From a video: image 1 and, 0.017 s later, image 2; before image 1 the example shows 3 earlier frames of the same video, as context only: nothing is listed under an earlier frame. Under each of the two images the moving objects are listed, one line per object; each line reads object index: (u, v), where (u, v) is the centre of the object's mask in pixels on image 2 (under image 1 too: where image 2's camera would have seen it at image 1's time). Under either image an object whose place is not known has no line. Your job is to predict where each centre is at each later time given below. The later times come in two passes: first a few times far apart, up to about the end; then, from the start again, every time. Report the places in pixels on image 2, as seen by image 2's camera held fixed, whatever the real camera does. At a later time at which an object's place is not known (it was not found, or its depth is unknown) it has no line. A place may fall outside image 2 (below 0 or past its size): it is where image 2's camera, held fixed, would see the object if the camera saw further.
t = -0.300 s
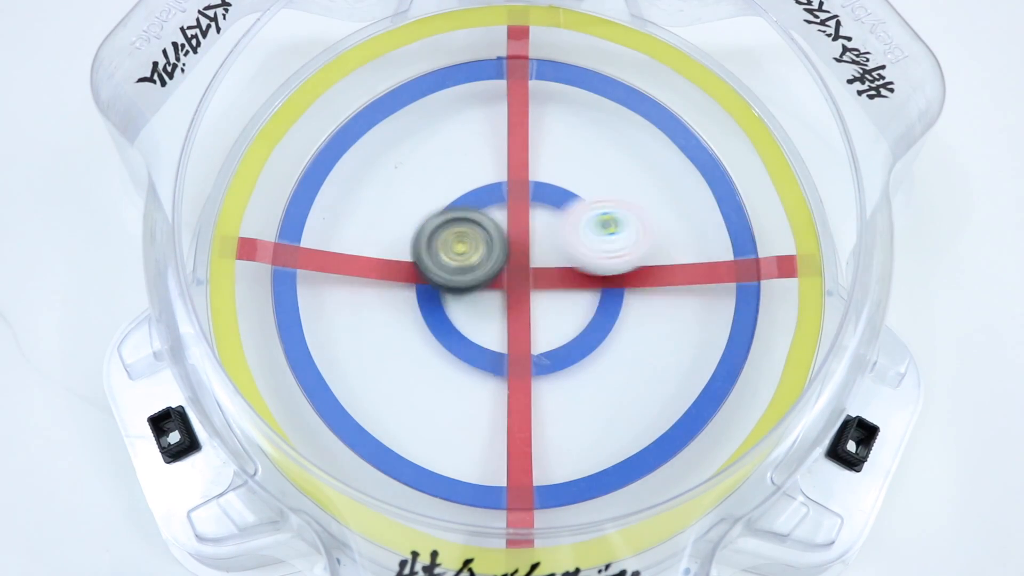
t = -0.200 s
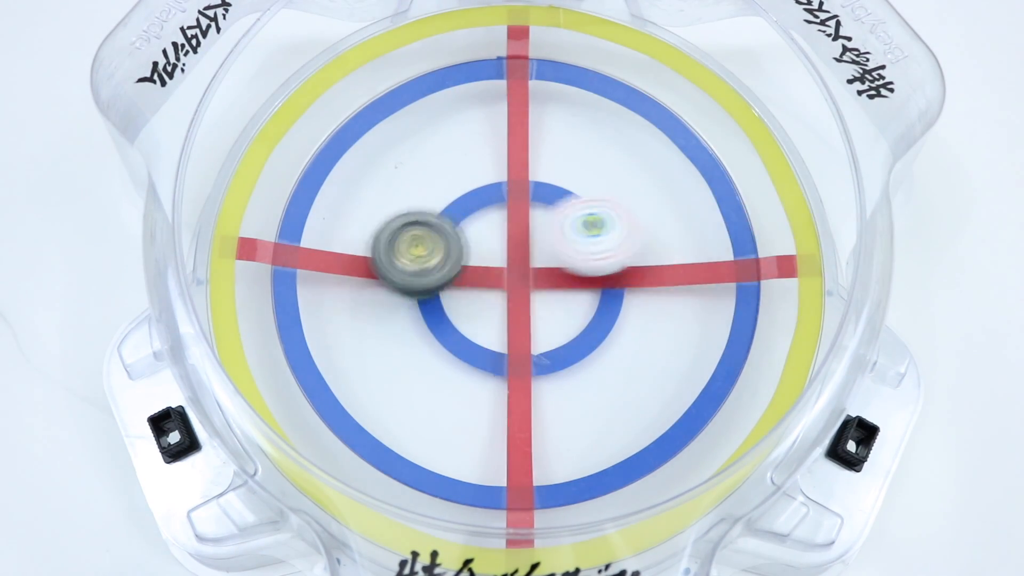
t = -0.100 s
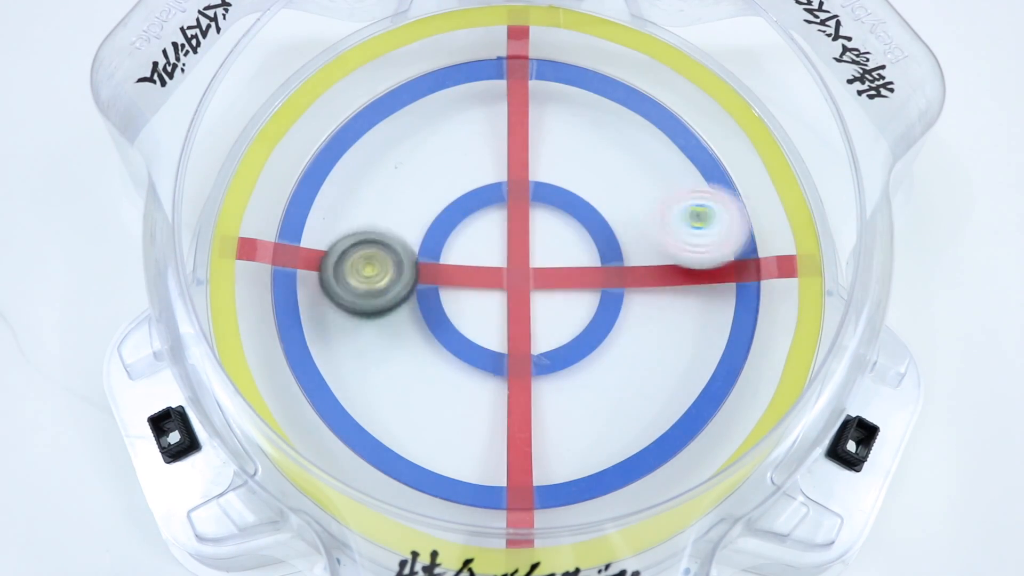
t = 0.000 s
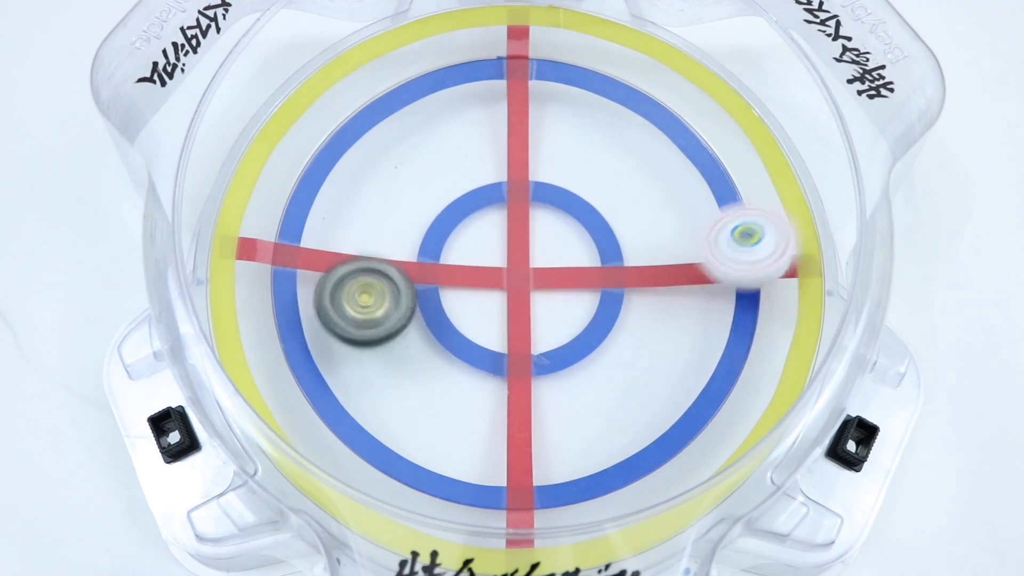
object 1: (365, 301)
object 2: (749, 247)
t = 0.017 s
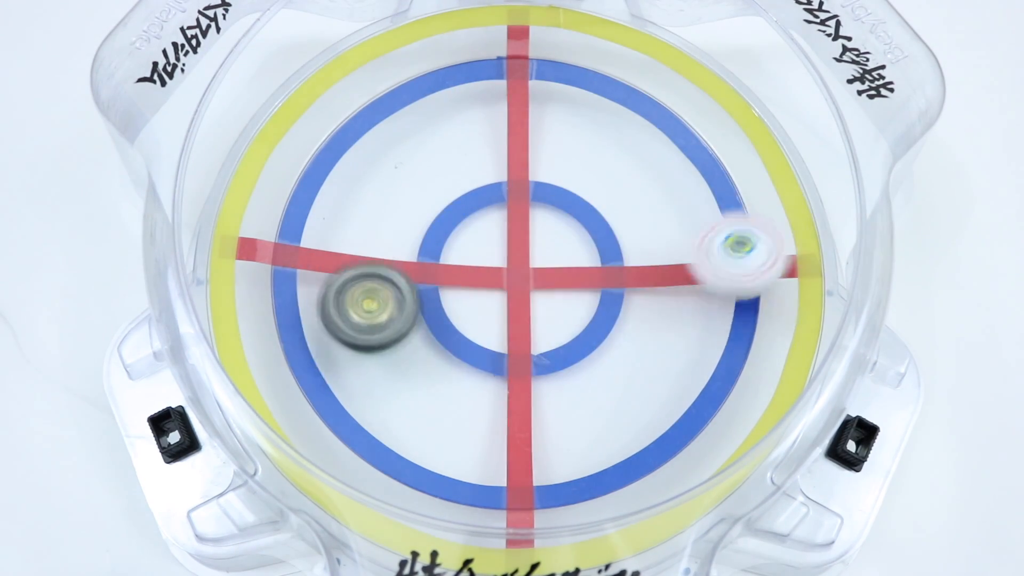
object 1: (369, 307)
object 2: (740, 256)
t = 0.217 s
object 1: (481, 320)
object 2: (586, 310)
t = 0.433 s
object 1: (486, 235)
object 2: (664, 183)
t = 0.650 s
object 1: (452, 181)
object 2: (675, 149)
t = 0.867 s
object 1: (449, 215)
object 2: (548, 211)
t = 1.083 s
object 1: (333, 289)
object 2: (717, 218)
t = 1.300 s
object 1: (435, 313)
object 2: (585, 286)
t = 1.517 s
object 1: (477, 269)
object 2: (751, 256)
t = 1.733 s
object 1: (488, 185)
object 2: (639, 279)
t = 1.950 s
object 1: (444, 153)
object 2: (453, 371)
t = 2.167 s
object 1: (448, 242)
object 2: (296, 337)
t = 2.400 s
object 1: (586, 270)
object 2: (429, 216)
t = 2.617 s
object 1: (727, 154)
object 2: (311, 332)
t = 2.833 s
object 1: (721, 72)
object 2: (562, 238)
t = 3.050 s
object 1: (609, 92)
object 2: (758, 143)
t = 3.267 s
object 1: (520, 249)
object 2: (745, 155)
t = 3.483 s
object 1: (548, 369)
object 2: (612, 200)
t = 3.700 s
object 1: (645, 362)
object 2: (505, 213)
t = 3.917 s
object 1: (610, 262)
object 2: (528, 233)
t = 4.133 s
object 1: (530, 279)
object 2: (457, 143)
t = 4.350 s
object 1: (491, 304)
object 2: (487, 119)
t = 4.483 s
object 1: (507, 279)
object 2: (487, 195)
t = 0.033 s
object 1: (375, 311)
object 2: (731, 265)
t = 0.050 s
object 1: (382, 315)
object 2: (721, 271)
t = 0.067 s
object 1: (391, 318)
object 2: (711, 278)
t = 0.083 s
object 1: (400, 321)
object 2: (699, 285)
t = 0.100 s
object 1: (409, 323)
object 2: (687, 290)
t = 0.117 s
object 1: (419, 324)
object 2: (672, 298)
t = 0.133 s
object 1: (430, 325)
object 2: (658, 302)
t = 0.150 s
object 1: (440, 326)
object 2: (646, 304)
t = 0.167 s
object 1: (451, 326)
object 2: (631, 306)
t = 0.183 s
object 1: (463, 325)
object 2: (616, 308)
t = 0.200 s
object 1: (472, 323)
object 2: (601, 309)
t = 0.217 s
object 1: (481, 320)
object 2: (586, 310)
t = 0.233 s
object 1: (486, 317)
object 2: (588, 307)
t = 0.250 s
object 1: (487, 312)
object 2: (594, 301)
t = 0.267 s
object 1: (488, 307)
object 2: (601, 293)
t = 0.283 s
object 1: (489, 301)
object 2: (607, 284)
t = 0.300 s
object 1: (490, 295)
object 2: (613, 273)
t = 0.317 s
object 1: (491, 288)
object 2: (618, 262)
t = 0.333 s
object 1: (491, 281)
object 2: (623, 251)
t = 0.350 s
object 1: (491, 273)
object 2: (629, 240)
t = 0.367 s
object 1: (490, 265)
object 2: (634, 229)
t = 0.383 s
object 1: (490, 257)
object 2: (639, 216)
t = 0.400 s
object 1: (489, 249)
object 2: (647, 206)
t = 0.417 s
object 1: (488, 242)
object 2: (656, 194)
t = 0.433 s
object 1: (486, 235)
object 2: (664, 183)
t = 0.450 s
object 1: (484, 226)
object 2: (669, 174)
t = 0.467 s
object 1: (481, 217)
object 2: (674, 166)
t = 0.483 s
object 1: (479, 210)
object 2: (678, 158)
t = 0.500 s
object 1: (476, 203)
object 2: (681, 151)
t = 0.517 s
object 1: (473, 197)
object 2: (685, 144)
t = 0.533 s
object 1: (470, 192)
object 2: (690, 137)
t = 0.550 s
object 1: (467, 187)
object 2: (694, 132)
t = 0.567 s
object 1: (464, 185)
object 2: (699, 127)
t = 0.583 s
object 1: (462, 182)
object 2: (698, 127)
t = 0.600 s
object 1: (459, 181)
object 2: (692, 132)
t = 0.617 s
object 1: (457, 180)
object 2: (686, 138)
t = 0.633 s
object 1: (455, 180)
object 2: (681, 143)
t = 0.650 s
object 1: (452, 181)
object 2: (675, 149)
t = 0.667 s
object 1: (450, 182)
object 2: (669, 153)
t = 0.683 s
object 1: (448, 183)
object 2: (662, 159)
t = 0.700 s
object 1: (447, 186)
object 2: (656, 163)
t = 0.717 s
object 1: (447, 189)
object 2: (648, 168)
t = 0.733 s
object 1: (447, 192)
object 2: (635, 176)
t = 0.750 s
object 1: (447, 195)
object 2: (623, 184)
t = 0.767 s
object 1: (447, 198)
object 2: (613, 189)
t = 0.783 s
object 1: (447, 201)
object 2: (604, 194)
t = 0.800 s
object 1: (447, 204)
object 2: (592, 199)
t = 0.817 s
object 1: (447, 207)
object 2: (580, 203)
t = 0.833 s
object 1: (448, 210)
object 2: (568, 207)
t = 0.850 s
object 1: (448, 212)
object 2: (557, 210)
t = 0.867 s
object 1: (449, 215)
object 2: (548, 211)
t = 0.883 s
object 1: (449, 217)
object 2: (539, 213)
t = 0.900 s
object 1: (435, 221)
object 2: (563, 206)
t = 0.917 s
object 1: (416, 228)
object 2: (610, 190)
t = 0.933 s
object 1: (398, 235)
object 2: (667, 170)
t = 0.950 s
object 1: (381, 241)
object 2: (703, 163)
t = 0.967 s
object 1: (369, 245)
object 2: (728, 153)
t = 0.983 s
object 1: (356, 251)
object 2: (731, 154)
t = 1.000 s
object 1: (346, 257)
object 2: (732, 156)
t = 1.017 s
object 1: (339, 264)
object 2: (733, 162)
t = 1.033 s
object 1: (334, 270)
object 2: (732, 170)
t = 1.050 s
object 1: (331, 277)
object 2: (729, 182)
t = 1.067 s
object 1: (331, 283)
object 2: (724, 197)
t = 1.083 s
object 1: (333, 289)
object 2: (717, 218)
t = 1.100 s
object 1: (337, 296)
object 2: (711, 235)
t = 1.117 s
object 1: (343, 302)
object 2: (698, 241)
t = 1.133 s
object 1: (350, 307)
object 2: (682, 250)
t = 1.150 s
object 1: (359, 312)
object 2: (660, 262)
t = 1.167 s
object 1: (369, 316)
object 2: (643, 272)
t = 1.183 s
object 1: (380, 319)
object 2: (623, 277)
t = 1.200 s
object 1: (392, 320)
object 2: (602, 282)
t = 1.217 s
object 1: (405, 321)
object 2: (579, 291)
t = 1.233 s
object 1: (418, 321)
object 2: (558, 295)
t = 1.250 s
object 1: (432, 320)
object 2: (539, 300)
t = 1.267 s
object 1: (437, 317)
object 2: (544, 302)
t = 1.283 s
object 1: (436, 315)
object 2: (563, 295)
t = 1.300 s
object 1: (435, 313)
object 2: (585, 286)
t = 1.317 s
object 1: (435, 311)
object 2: (606, 279)
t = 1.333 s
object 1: (436, 308)
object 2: (624, 277)
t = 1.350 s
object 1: (438, 305)
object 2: (643, 278)
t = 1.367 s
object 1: (440, 303)
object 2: (661, 278)
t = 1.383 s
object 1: (444, 299)
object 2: (681, 282)
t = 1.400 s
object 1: (448, 297)
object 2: (695, 286)
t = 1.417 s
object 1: (452, 294)
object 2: (709, 279)
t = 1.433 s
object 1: (457, 291)
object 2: (719, 270)
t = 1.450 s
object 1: (461, 288)
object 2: (727, 265)
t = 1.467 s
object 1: (466, 284)
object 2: (736, 261)
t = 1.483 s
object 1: (470, 279)
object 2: (743, 259)
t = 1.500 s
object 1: (473, 274)
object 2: (748, 259)
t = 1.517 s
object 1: (477, 269)
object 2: (751, 256)
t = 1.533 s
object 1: (480, 262)
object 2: (752, 251)
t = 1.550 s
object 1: (482, 257)
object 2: (750, 249)
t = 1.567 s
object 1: (485, 251)
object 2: (747, 249)
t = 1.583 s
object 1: (487, 244)
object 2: (742, 249)
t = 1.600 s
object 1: (489, 238)
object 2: (736, 248)
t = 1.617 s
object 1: (491, 232)
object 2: (729, 248)
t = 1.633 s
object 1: (492, 224)
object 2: (719, 250)
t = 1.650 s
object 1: (492, 218)
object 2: (709, 253)
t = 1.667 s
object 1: (492, 211)
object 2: (697, 257)
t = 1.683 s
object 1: (492, 204)
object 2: (684, 262)
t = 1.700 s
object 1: (491, 197)
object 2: (669, 269)
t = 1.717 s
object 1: (489, 192)
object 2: (654, 274)
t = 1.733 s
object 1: (488, 185)
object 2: (639, 279)
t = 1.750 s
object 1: (486, 180)
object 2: (625, 285)
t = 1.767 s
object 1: (484, 175)
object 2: (611, 291)
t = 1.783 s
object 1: (482, 170)
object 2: (596, 298)
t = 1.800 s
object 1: (479, 166)
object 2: (579, 307)
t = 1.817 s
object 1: (475, 162)
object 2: (565, 312)
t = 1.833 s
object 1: (472, 159)
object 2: (554, 318)
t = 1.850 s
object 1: (468, 156)
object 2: (540, 326)
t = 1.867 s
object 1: (464, 154)
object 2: (524, 336)
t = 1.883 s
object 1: (460, 152)
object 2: (510, 346)
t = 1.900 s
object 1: (457, 151)
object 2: (496, 353)
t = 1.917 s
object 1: (453, 151)
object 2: (483, 360)
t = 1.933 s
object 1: (449, 152)
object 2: (468, 366)
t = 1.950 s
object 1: (444, 153)
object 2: (453, 371)
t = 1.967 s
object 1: (440, 156)
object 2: (440, 374)
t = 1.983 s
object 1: (436, 160)
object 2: (426, 378)
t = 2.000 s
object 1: (433, 165)
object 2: (410, 381)
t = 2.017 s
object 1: (432, 172)
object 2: (393, 385)
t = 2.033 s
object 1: (431, 179)
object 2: (374, 386)
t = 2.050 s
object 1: (431, 186)
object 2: (362, 385)
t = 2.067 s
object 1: (432, 194)
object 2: (349, 382)
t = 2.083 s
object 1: (433, 203)
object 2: (335, 379)
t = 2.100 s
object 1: (435, 212)
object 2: (322, 374)
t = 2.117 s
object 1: (437, 220)
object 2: (309, 368)
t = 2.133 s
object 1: (440, 228)
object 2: (297, 361)
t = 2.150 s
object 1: (443, 235)
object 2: (294, 349)
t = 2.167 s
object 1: (448, 242)
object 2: (296, 337)
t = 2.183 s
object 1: (455, 248)
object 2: (300, 322)
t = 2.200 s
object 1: (461, 254)
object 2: (304, 308)
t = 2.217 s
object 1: (470, 260)
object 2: (307, 297)
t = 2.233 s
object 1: (479, 265)
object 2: (311, 286)
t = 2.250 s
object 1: (488, 269)
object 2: (315, 275)
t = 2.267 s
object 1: (498, 273)
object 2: (320, 264)
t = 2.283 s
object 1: (508, 276)
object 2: (327, 254)
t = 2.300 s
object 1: (519, 277)
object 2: (338, 245)
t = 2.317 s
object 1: (531, 279)
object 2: (351, 238)
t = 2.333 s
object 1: (543, 279)
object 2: (366, 231)
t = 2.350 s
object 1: (555, 278)
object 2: (380, 226)
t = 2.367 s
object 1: (565, 276)
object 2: (395, 223)
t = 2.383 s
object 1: (575, 273)
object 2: (412, 218)
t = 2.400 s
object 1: (586, 270)
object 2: (429, 216)
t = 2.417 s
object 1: (596, 265)
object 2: (445, 215)
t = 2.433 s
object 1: (604, 261)
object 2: (461, 216)
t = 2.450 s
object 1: (613, 256)
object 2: (479, 217)
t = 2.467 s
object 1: (620, 250)
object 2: (493, 219)
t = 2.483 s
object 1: (627, 243)
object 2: (508, 221)
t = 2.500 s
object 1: (632, 236)
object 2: (522, 224)
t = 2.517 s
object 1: (635, 230)
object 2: (536, 228)
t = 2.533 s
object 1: (646, 222)
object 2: (536, 240)
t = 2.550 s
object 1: (666, 207)
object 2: (478, 266)
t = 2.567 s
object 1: (686, 192)
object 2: (437, 281)
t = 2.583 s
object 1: (702, 179)
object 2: (396, 298)
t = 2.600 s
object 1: (716, 165)
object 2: (343, 322)
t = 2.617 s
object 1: (727, 154)
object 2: (311, 332)
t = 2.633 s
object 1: (734, 141)
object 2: (267, 347)
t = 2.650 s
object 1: (740, 131)
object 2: (254, 350)
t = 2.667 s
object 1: (746, 123)
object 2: (266, 346)
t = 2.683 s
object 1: (748, 114)
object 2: (300, 338)
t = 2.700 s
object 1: (750, 107)
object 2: (334, 326)
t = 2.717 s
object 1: (751, 100)
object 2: (365, 315)
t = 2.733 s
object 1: (751, 94)
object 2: (394, 308)
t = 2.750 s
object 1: (750, 88)
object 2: (425, 300)
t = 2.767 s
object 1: (748, 82)
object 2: (457, 294)
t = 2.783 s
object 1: (744, 79)
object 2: (485, 280)
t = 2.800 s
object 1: (737, 76)
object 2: (513, 265)
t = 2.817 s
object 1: (729, 74)
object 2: (544, 251)
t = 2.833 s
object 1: (721, 72)
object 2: (562, 238)
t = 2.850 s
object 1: (712, 71)
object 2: (586, 227)
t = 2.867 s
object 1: (704, 70)
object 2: (615, 213)
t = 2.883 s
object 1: (696, 69)
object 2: (637, 201)
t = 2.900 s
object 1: (689, 68)
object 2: (661, 189)
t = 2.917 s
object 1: (681, 68)
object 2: (680, 179)
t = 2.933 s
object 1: (673, 68)
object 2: (696, 169)
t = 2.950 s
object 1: (664, 69)
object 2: (710, 160)
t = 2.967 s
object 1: (655, 70)
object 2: (722, 153)
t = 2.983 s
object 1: (645, 72)
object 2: (731, 152)
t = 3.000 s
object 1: (635, 77)
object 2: (741, 148)
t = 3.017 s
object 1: (626, 82)
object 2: (748, 146)
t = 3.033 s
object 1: (618, 86)
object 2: (754, 144)
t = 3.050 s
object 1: (609, 92)
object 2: (758, 143)
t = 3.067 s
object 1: (600, 101)
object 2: (761, 142)
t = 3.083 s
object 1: (590, 110)
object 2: (765, 140)
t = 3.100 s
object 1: (581, 121)
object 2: (766, 140)
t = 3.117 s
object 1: (573, 132)
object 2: (767, 139)
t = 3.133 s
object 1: (565, 144)
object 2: (767, 139)
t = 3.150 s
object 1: (558, 156)
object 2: (765, 141)
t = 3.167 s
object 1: (551, 168)
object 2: (764, 141)
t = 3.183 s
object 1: (545, 181)
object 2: (762, 142)
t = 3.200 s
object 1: (538, 194)
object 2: (758, 144)
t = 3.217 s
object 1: (533, 208)
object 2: (756, 147)
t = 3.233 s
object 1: (527, 222)
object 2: (752, 150)
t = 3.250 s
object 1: (523, 236)
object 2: (747, 153)
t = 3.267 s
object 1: (520, 249)
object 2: (745, 155)
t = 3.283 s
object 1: (517, 263)
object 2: (741, 159)
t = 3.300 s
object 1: (516, 275)
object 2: (735, 163)
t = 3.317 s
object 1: (514, 286)
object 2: (728, 168)
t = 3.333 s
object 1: (513, 298)
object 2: (719, 173)
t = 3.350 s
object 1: (514, 309)
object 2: (709, 178)
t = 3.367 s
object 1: (516, 319)
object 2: (701, 180)
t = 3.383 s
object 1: (518, 328)
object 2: (691, 183)
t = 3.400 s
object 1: (521, 337)
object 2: (682, 185)
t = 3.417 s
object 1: (526, 345)
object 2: (670, 189)
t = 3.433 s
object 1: (530, 351)
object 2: (652, 195)
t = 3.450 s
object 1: (535, 357)
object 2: (639, 198)
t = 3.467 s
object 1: (541, 364)
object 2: (625, 199)
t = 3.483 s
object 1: (548, 369)
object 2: (612, 200)
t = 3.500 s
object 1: (556, 374)
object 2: (598, 200)
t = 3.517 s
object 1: (563, 379)
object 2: (587, 201)
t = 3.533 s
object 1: (570, 383)
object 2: (574, 203)
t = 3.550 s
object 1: (577, 385)
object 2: (562, 204)
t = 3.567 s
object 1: (585, 387)
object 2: (553, 204)
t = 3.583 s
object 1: (594, 389)
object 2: (543, 204)
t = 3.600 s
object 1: (603, 389)
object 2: (535, 204)
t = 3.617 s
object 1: (612, 387)
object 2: (527, 205)
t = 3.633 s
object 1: (620, 385)
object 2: (521, 205)
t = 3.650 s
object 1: (628, 380)
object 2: (516, 207)
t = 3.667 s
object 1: (634, 376)
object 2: (511, 208)
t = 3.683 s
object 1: (640, 369)
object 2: (507, 211)
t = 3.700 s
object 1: (645, 362)
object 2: (505, 213)
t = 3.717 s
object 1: (648, 353)
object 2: (503, 216)
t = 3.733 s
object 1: (649, 345)
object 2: (503, 218)
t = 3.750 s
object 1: (649, 337)
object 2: (503, 221)
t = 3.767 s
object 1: (648, 329)
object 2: (504, 223)
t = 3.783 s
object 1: (646, 320)
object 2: (506, 226)
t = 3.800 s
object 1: (643, 312)
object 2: (508, 228)
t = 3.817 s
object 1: (639, 303)
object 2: (510, 231)
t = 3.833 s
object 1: (635, 295)
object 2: (514, 234)
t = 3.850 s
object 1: (630, 287)
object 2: (517, 236)
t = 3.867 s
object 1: (626, 279)
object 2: (521, 238)
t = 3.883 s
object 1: (621, 273)
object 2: (526, 239)
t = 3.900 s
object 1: (615, 266)
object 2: (529, 239)
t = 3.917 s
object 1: (610, 262)
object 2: (528, 233)
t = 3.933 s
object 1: (606, 259)
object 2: (525, 226)
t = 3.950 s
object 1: (601, 256)
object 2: (519, 218)
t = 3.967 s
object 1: (596, 254)
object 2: (515, 215)
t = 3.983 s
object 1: (590, 253)
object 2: (512, 210)
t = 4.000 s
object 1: (583, 252)
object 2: (504, 208)
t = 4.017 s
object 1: (575, 252)
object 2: (499, 200)
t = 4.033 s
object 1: (567, 253)
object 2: (495, 198)
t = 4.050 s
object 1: (559, 254)
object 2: (492, 198)
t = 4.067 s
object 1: (551, 256)
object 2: (490, 195)
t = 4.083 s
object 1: (547, 261)
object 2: (481, 184)
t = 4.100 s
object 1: (542, 268)
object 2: (472, 169)
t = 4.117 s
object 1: (536, 274)
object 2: (465, 156)
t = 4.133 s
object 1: (530, 279)
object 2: (457, 143)
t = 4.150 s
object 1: (524, 284)
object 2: (452, 130)
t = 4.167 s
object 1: (519, 290)
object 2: (450, 121)
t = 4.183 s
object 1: (513, 294)
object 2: (450, 113)
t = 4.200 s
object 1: (508, 299)
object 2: (449, 107)
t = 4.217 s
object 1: (505, 302)
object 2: (450, 102)
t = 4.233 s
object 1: (501, 304)
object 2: (453, 99)
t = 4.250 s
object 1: (498, 305)
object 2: (458, 98)
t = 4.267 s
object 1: (496, 307)
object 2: (463, 98)
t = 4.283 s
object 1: (494, 307)
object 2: (468, 100)
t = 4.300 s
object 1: (492, 307)
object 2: (473, 102)
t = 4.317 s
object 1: (492, 307)
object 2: (478, 106)
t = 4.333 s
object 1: (491, 305)
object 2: (483, 112)
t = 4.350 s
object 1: (491, 304)
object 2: (487, 119)
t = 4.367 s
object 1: (491, 302)
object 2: (493, 130)
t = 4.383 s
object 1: (492, 299)
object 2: (494, 139)
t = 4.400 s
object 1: (493, 296)
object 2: (494, 150)
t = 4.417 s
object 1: (494, 294)
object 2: (494, 161)
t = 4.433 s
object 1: (497, 289)
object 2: (493, 172)
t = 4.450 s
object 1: (500, 286)
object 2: (491, 180)
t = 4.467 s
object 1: (504, 282)
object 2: (489, 189)
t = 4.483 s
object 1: (507, 279)
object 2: (487, 195)
